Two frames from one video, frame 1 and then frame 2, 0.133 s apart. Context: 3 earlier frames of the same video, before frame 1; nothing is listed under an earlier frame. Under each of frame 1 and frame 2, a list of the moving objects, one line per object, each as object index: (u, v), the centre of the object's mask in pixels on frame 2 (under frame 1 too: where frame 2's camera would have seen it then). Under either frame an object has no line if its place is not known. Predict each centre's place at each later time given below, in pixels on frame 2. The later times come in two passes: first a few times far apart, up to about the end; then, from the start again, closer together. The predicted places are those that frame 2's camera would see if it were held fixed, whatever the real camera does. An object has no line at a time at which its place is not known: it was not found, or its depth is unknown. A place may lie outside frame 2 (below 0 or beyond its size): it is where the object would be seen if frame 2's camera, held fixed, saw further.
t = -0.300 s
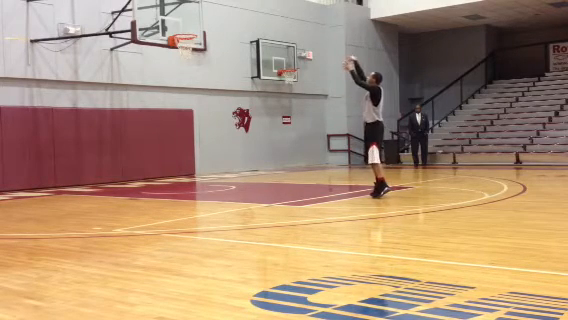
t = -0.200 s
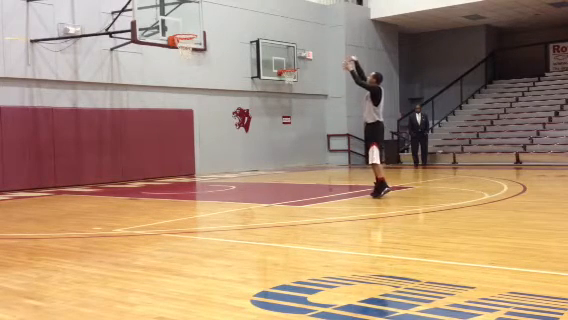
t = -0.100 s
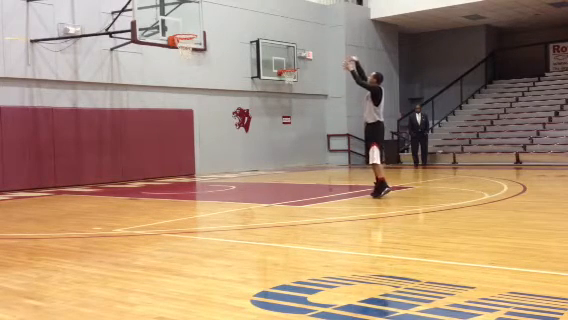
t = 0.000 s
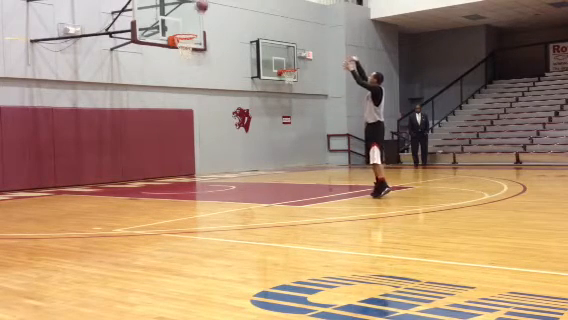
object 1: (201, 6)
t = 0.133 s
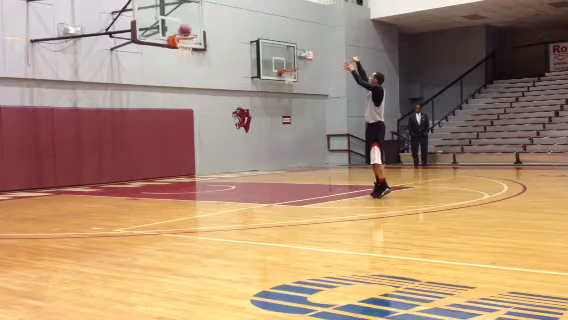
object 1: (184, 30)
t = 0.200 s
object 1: (180, 38)
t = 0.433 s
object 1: (197, 46)
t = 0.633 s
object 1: (194, 55)
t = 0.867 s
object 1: (190, 92)
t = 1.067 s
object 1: (188, 142)
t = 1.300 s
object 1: (183, 155)
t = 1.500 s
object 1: (175, 121)
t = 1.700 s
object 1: (168, 109)
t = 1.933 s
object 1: (160, 117)
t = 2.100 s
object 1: (156, 140)
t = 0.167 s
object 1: (182, 33)
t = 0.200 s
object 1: (180, 38)
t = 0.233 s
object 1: (182, 39)
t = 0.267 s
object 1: (186, 43)
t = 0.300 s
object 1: (189, 43)
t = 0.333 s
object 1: (193, 44)
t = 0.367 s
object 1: (195, 45)
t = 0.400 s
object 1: (195, 45)
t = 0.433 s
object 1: (197, 46)
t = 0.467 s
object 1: (197, 46)
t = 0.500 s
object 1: (196, 48)
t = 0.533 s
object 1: (196, 49)
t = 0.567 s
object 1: (195, 50)
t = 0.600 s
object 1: (195, 53)
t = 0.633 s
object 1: (194, 55)
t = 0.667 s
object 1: (194, 59)
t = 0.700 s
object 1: (193, 63)
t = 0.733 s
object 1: (193, 68)
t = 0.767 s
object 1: (192, 73)
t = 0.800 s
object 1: (191, 78)
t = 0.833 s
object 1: (191, 85)
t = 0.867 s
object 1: (190, 92)
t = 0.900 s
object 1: (190, 100)
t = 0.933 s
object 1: (190, 107)
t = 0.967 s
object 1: (190, 116)
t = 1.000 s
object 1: (189, 122)
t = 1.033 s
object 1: (188, 132)
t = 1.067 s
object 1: (188, 142)
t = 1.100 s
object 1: (188, 153)
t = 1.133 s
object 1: (188, 165)
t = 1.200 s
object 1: (188, 182)
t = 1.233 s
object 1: (187, 171)
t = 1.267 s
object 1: (185, 161)
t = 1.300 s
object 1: (183, 155)
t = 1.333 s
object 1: (181, 148)
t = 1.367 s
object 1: (180, 142)
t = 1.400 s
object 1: (179, 137)
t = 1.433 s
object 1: (178, 132)
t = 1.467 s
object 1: (176, 126)
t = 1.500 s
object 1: (175, 121)
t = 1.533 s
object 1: (174, 117)
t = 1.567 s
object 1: (172, 115)
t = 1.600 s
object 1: (171, 114)
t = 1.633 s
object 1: (170, 112)
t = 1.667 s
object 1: (169, 110)
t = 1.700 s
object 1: (168, 109)
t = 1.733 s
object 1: (167, 108)
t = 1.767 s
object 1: (166, 109)
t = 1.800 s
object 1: (165, 109)
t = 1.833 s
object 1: (163, 111)
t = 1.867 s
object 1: (162, 113)
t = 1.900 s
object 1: (162, 114)
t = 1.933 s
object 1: (160, 117)
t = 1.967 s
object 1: (160, 120)
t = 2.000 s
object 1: (159, 123)
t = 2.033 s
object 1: (158, 129)
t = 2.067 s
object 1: (157, 134)
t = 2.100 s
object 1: (156, 140)
